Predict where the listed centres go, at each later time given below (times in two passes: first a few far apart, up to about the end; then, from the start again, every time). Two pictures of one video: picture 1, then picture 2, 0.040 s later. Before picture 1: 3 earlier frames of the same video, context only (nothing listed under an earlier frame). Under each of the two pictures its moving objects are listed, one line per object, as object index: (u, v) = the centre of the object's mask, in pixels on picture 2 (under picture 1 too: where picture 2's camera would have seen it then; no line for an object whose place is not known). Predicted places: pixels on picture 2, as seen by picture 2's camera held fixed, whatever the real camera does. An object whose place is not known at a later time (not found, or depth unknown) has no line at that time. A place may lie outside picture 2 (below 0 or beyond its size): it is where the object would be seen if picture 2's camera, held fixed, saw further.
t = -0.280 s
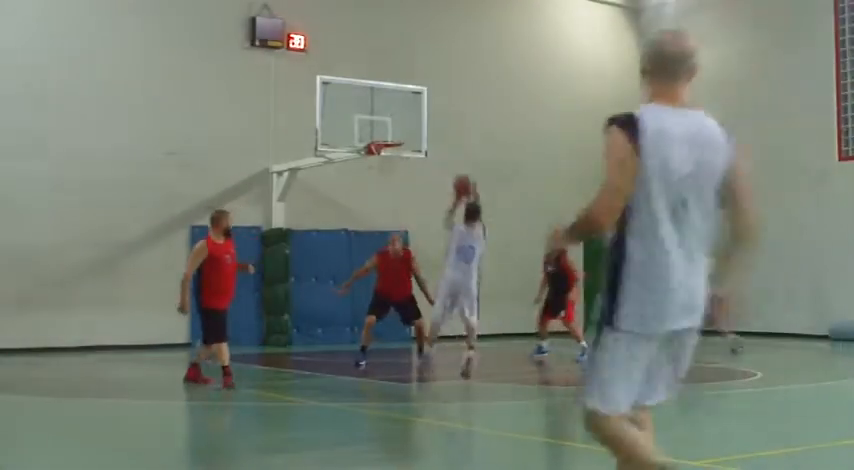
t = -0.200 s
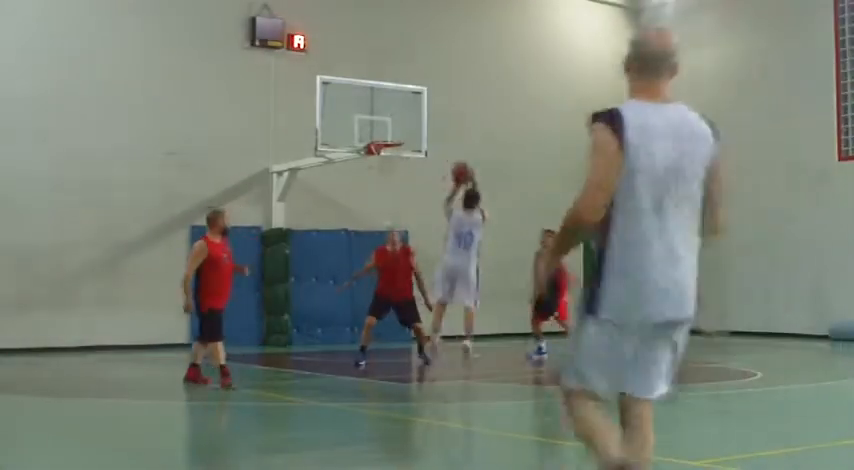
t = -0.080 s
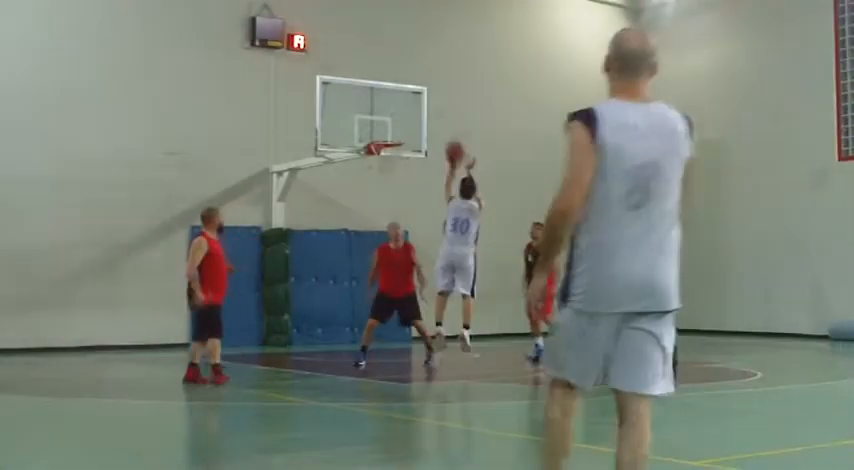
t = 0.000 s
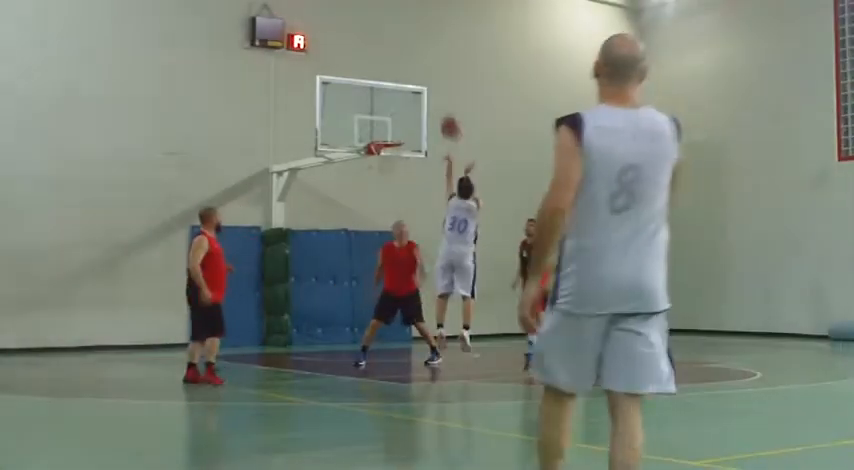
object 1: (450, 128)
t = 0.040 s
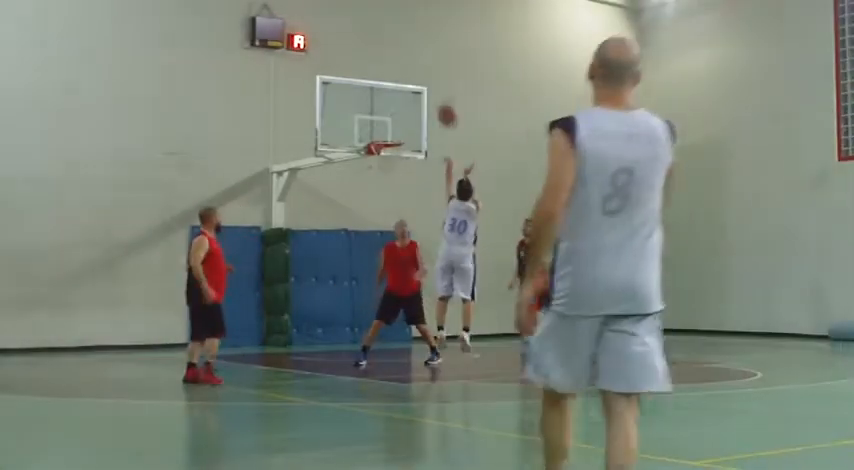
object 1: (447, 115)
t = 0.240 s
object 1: (434, 78)
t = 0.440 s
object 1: (423, 74)
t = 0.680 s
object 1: (411, 105)
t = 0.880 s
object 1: (409, 130)
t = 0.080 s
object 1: (443, 103)
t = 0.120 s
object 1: (441, 95)
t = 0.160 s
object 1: (439, 88)
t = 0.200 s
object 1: (437, 83)
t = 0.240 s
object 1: (434, 78)
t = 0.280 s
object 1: (432, 75)
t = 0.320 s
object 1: (429, 73)
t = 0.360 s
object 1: (427, 72)
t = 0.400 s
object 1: (425, 73)
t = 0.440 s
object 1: (423, 74)
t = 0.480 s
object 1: (421, 76)
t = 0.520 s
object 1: (419, 80)
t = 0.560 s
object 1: (417, 85)
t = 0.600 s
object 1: (414, 90)
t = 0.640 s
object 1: (413, 98)
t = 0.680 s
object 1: (411, 105)
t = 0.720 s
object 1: (408, 114)
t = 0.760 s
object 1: (407, 123)
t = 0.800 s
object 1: (405, 133)
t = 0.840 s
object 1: (407, 133)
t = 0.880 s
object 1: (409, 130)
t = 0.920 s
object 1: (413, 128)
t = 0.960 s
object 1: (415, 127)
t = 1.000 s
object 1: (418, 127)
